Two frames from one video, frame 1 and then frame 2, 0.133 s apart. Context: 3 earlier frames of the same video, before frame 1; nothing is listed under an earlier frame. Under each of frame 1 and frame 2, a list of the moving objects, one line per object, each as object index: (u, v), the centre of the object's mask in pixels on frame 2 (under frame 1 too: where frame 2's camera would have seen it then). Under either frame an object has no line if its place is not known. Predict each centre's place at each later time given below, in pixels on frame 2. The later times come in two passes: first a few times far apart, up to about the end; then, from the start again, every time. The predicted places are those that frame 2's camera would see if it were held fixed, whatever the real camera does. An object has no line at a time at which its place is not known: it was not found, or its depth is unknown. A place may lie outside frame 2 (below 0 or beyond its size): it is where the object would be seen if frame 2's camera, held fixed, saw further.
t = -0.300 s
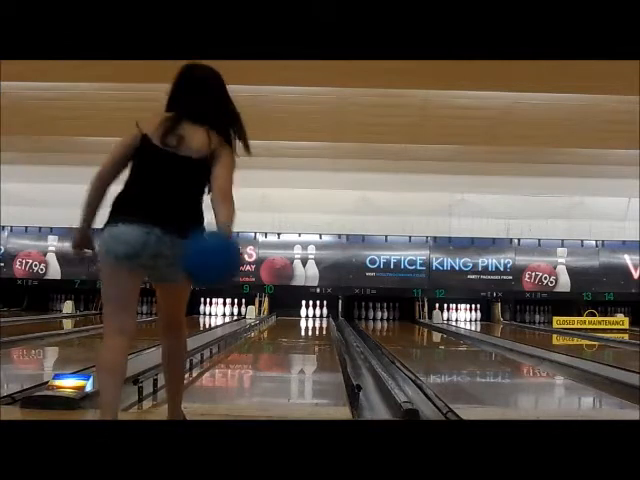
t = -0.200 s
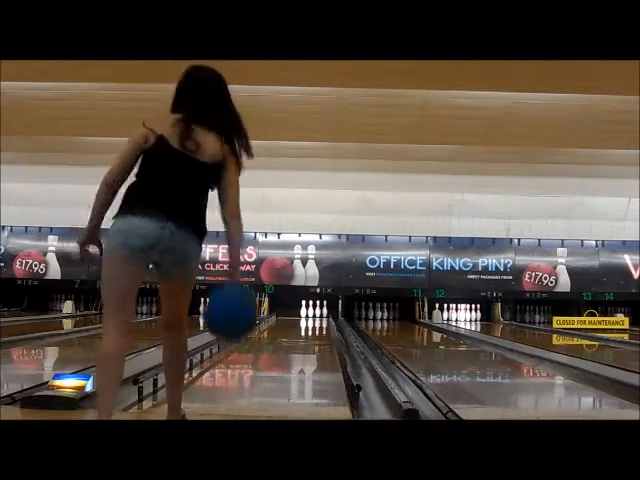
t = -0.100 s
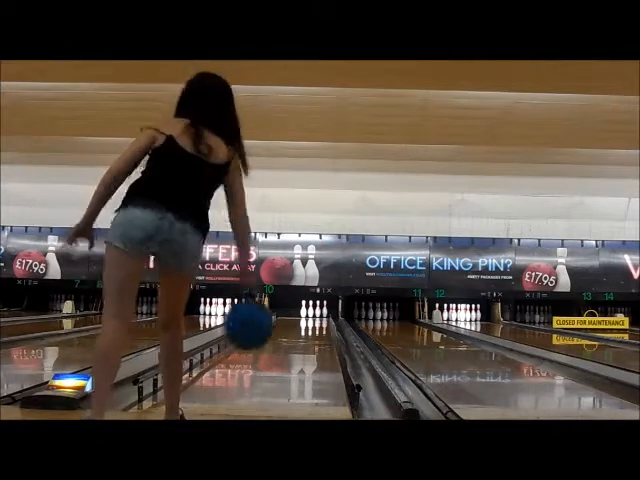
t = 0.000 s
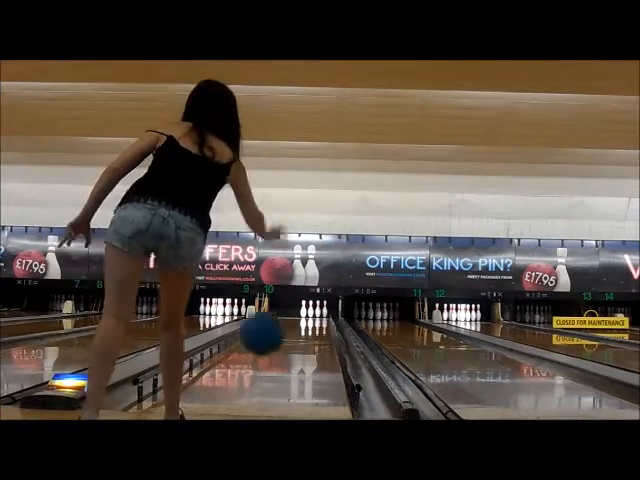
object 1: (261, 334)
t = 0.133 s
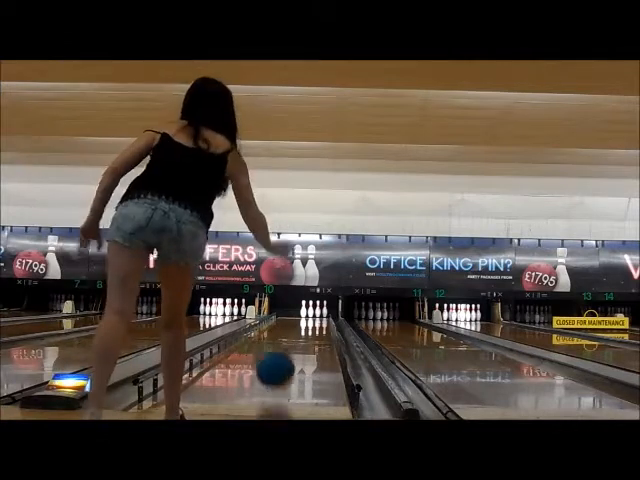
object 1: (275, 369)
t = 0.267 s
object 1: (285, 369)
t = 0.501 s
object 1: (299, 356)
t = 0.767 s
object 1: (309, 346)
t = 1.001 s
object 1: (316, 339)
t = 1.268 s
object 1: (321, 334)
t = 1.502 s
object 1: (325, 330)
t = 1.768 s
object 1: (325, 327)
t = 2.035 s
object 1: (324, 324)
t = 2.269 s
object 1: (323, 322)
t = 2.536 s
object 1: (323, 320)
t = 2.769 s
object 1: (322, 319)
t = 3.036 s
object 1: (321, 317)
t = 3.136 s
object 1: (322, 317)
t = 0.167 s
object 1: (278, 375)
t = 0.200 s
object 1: (281, 372)
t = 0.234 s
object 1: (283, 370)
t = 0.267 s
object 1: (285, 369)
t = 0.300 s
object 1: (287, 367)
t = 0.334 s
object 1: (289, 365)
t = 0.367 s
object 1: (292, 362)
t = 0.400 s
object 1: (294, 360)
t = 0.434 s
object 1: (295, 359)
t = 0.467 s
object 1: (297, 357)
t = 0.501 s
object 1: (299, 356)
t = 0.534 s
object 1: (300, 354)
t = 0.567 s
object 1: (301, 353)
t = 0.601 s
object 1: (303, 351)
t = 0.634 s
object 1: (305, 349)
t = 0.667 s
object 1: (306, 348)
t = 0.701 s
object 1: (308, 347)
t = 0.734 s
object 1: (308, 346)
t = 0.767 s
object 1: (309, 346)
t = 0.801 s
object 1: (309, 345)
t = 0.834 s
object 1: (311, 344)
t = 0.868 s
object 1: (312, 343)
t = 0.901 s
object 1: (313, 342)
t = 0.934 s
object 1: (315, 340)
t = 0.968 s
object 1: (315, 340)
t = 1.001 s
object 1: (316, 339)
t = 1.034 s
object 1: (317, 338)
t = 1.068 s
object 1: (316, 338)
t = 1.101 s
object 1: (318, 338)
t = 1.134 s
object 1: (319, 337)
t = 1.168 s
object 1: (320, 336)
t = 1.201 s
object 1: (320, 335)
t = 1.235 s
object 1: (321, 334)
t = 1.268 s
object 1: (321, 334)
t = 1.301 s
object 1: (321, 333)
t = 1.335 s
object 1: (323, 332)
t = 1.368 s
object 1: (323, 332)
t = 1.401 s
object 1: (323, 332)
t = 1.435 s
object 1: (324, 332)
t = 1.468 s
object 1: (325, 330)
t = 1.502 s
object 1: (325, 330)
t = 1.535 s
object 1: (326, 329)
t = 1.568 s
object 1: (325, 329)
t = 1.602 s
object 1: (325, 327)
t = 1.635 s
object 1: (325, 327)
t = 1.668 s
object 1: (325, 327)
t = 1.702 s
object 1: (325, 327)
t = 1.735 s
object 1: (325, 327)
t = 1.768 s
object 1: (325, 327)
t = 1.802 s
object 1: (325, 327)
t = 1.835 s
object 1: (324, 326)
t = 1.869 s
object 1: (324, 326)
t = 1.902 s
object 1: (324, 326)
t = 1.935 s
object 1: (324, 325)
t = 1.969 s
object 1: (324, 325)
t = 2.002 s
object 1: (324, 324)
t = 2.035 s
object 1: (324, 324)
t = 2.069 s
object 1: (324, 324)
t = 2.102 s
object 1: (324, 324)
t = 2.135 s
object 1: (324, 323)
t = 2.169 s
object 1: (324, 322)
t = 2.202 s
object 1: (324, 322)
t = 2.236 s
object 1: (323, 322)
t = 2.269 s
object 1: (323, 322)
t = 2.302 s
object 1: (323, 322)
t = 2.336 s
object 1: (323, 322)
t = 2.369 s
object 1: (323, 321)
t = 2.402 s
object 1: (323, 322)
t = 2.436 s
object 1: (323, 321)
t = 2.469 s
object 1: (323, 321)
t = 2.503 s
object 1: (323, 320)
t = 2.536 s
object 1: (323, 320)
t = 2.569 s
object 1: (323, 320)
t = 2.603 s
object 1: (322, 320)
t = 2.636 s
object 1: (322, 319)
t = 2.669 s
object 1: (322, 319)
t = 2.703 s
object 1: (322, 319)
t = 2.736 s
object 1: (322, 319)
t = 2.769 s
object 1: (322, 319)
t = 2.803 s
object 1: (322, 318)
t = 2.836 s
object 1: (322, 318)
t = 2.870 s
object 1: (322, 318)
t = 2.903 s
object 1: (322, 318)
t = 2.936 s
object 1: (322, 318)
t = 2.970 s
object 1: (321, 317)
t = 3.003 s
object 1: (321, 317)
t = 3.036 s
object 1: (321, 317)
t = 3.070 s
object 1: (321, 317)
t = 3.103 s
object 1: (321, 317)
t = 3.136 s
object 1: (322, 317)
